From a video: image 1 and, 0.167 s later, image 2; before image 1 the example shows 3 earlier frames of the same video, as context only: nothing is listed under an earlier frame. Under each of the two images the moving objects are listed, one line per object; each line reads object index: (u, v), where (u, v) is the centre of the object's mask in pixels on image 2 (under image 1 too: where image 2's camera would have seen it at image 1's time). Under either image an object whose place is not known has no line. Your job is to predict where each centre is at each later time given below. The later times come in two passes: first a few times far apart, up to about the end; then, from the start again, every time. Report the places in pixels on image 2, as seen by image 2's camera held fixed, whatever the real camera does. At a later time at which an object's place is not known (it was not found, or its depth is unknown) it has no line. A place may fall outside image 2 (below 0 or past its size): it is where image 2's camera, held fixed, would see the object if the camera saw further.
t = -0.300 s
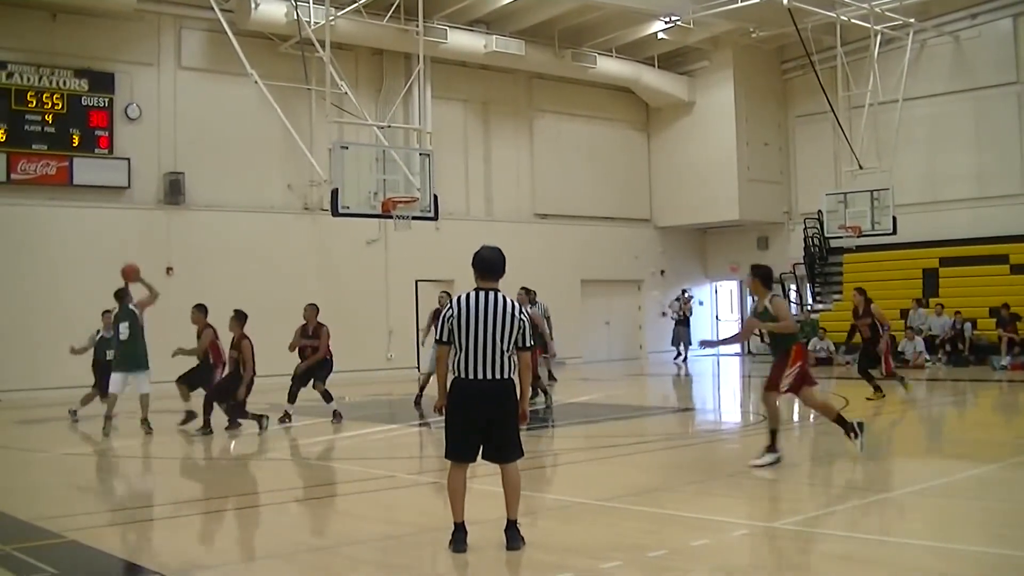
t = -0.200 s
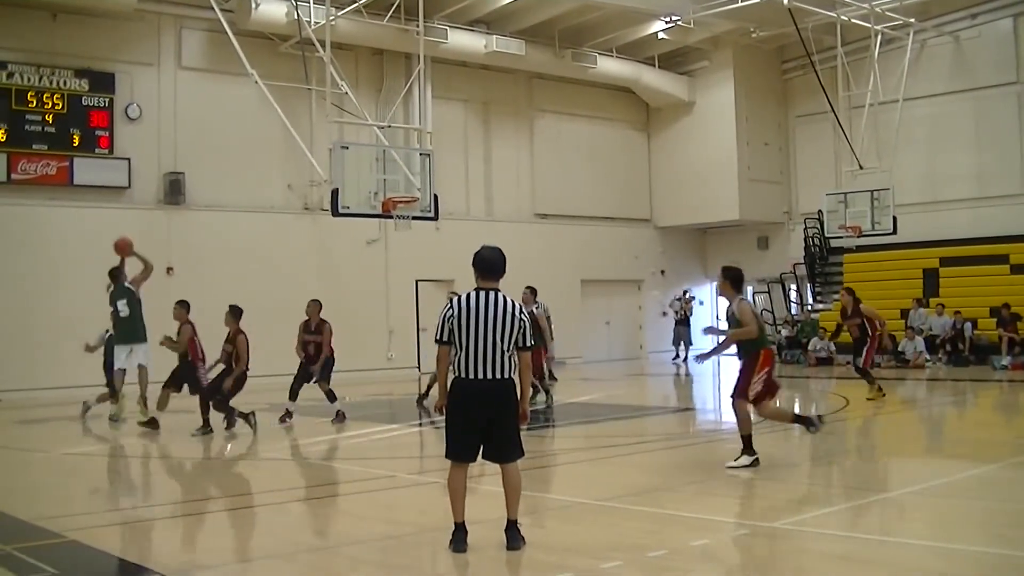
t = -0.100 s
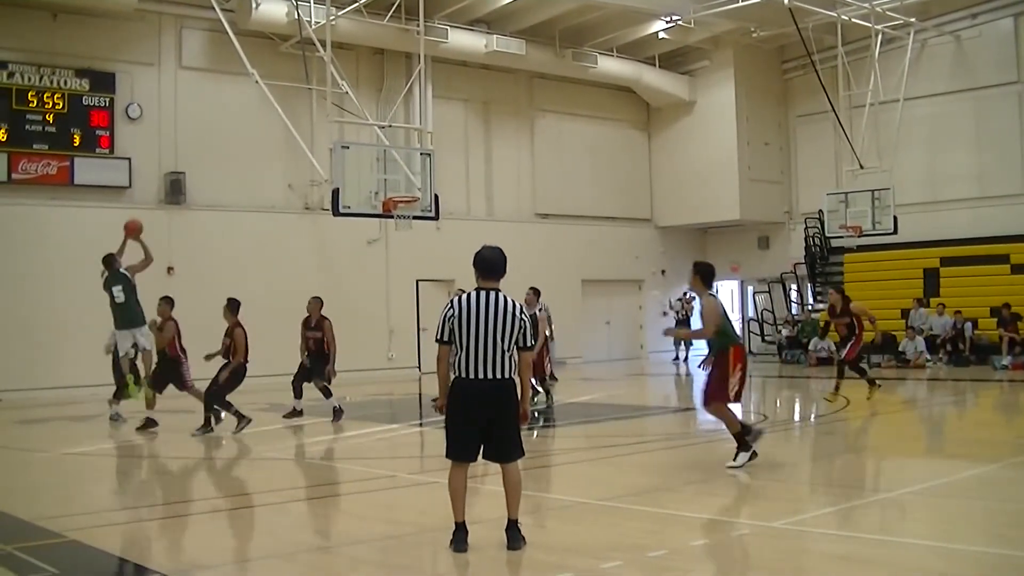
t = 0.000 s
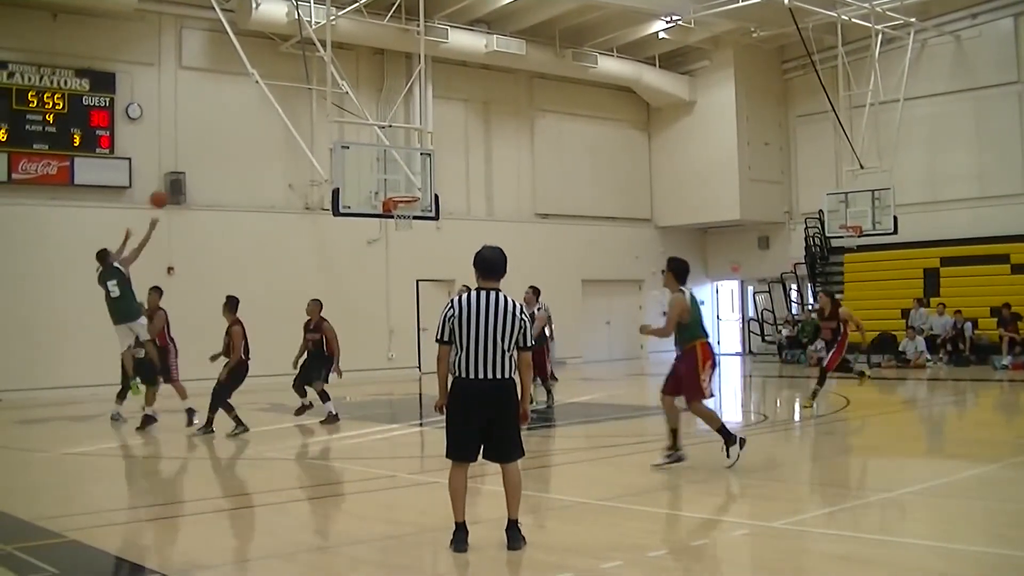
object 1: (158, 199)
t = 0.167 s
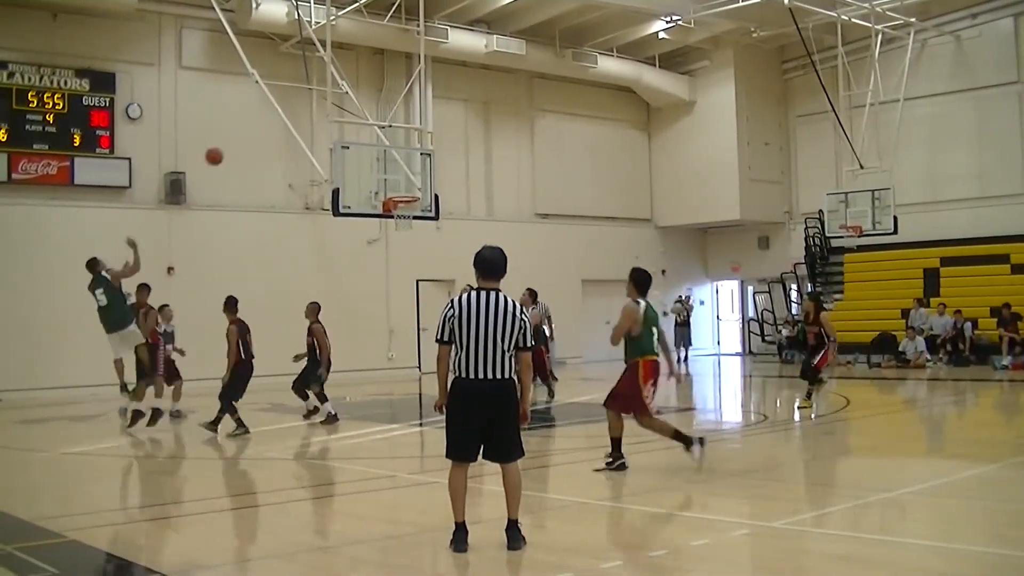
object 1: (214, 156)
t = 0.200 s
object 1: (224, 151)
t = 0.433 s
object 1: (294, 136)
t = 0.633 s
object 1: (348, 154)
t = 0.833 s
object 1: (393, 186)
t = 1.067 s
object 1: (409, 158)
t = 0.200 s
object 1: (224, 151)
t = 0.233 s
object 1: (235, 146)
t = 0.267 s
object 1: (245, 142)
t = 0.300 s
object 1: (255, 139)
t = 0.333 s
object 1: (265, 137)
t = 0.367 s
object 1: (275, 136)
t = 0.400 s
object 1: (285, 136)
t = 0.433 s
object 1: (294, 136)
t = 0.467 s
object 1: (304, 137)
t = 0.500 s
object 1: (313, 139)
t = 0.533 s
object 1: (322, 142)
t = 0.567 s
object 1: (331, 145)
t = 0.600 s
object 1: (340, 149)
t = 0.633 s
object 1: (348, 154)
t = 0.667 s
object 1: (357, 160)
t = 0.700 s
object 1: (365, 166)
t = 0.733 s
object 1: (374, 173)
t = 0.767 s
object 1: (382, 180)
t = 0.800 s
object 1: (390, 188)
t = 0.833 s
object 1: (393, 186)
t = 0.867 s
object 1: (396, 179)
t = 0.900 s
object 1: (398, 174)
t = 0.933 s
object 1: (400, 169)
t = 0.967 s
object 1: (403, 165)
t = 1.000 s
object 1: (404, 162)
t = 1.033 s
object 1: (406, 159)
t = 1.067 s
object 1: (409, 158)
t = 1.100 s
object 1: (411, 156)
